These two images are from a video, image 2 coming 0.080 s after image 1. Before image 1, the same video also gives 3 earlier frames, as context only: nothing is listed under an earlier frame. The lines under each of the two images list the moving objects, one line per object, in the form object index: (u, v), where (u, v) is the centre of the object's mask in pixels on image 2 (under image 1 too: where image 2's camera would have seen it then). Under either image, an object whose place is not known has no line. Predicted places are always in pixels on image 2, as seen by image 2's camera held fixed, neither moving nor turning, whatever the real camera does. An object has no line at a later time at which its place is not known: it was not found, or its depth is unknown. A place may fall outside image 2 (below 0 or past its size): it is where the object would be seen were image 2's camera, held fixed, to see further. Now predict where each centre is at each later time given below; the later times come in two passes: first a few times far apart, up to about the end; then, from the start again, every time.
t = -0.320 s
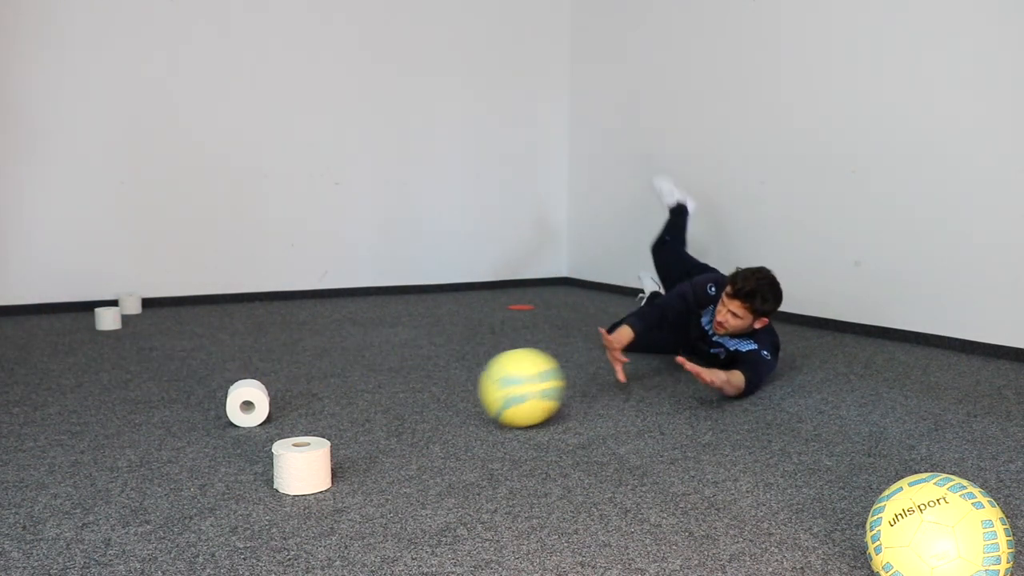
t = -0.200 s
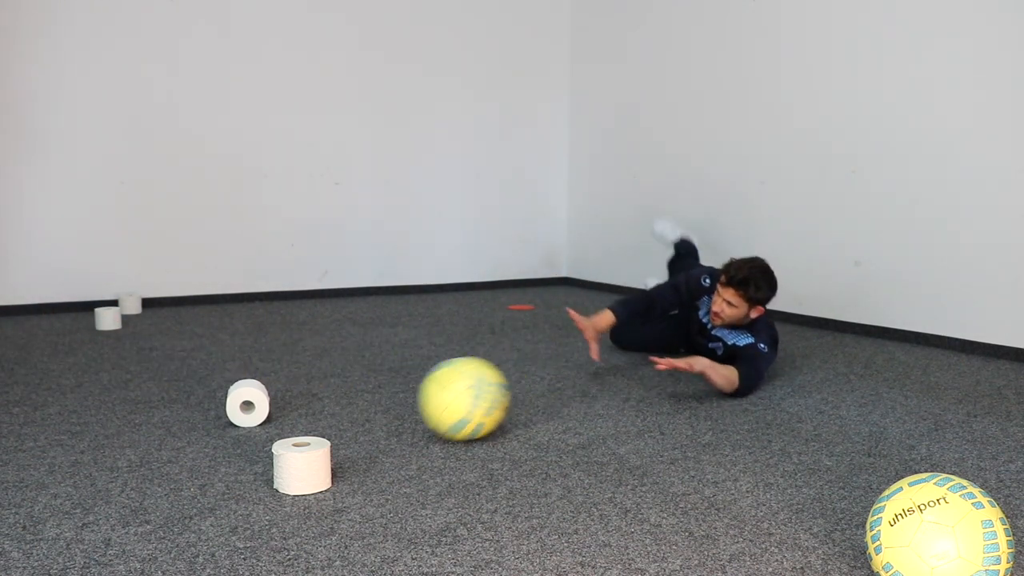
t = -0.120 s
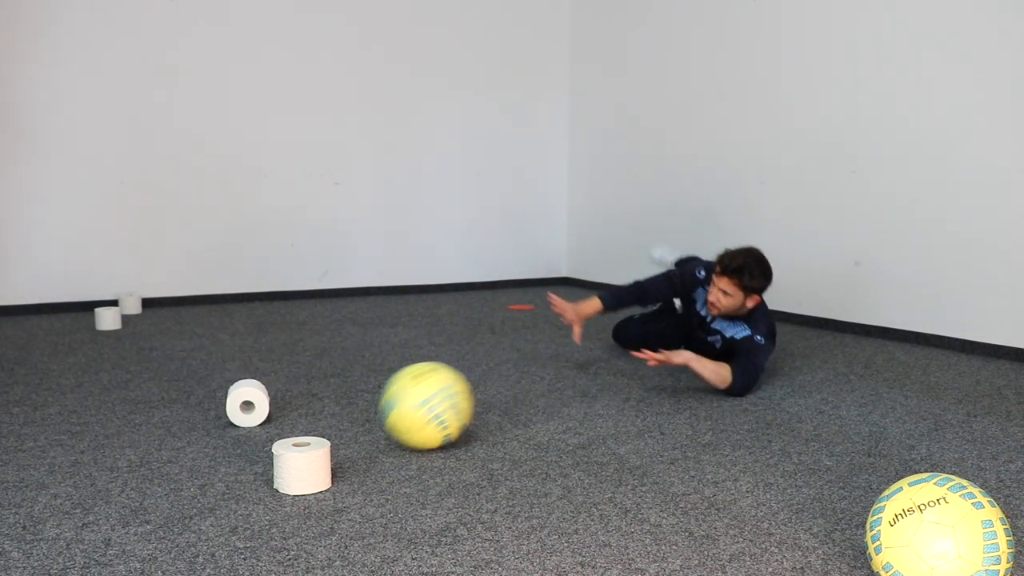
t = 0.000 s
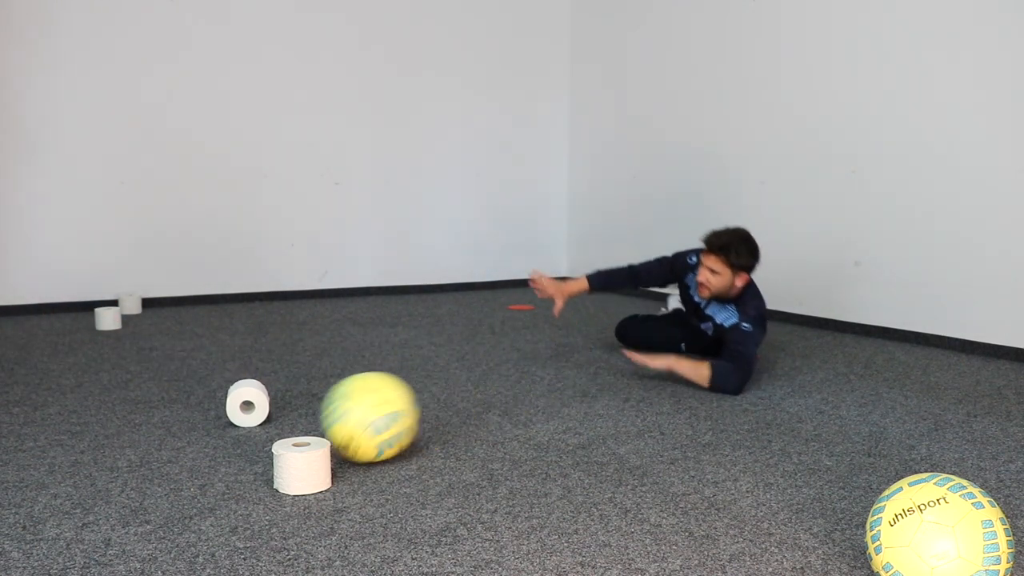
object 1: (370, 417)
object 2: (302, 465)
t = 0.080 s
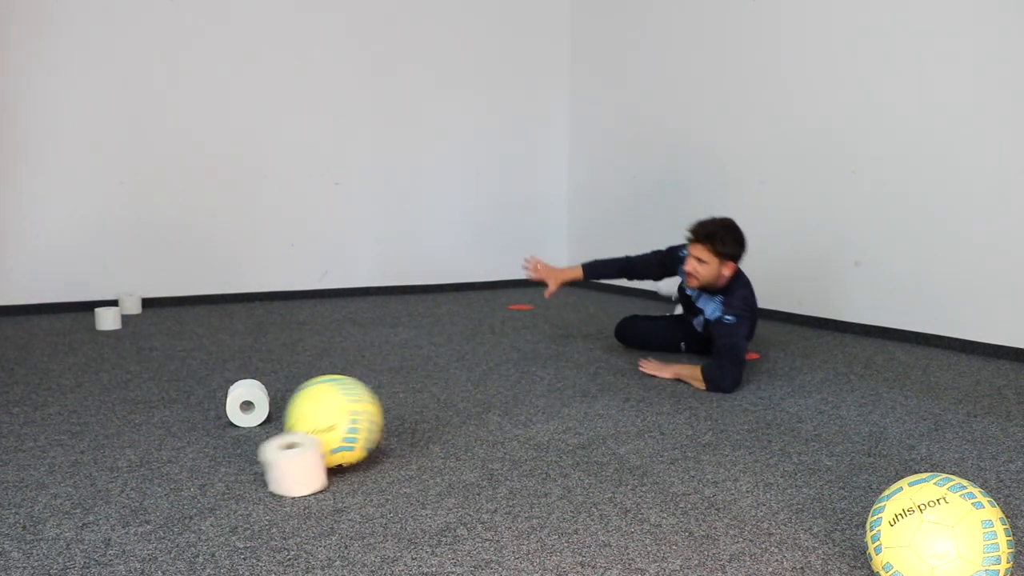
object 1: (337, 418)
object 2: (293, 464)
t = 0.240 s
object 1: (277, 422)
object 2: (253, 478)
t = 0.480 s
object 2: (209, 501)
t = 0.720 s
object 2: (194, 505)
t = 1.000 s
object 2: (193, 506)
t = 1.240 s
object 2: (193, 506)
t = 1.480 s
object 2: (193, 506)
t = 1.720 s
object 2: (193, 506)
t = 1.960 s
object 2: (193, 506)
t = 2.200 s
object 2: (193, 506)
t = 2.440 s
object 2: (193, 506)
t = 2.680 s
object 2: (193, 506)
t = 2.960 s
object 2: (193, 506)
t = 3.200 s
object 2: (193, 506)
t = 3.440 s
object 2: (193, 506)
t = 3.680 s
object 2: (193, 506)
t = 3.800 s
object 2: (193, 506)
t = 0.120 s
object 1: (325, 418)
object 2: (282, 463)
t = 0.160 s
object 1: (310, 420)
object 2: (270, 468)
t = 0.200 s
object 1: (294, 420)
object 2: (261, 473)
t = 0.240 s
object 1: (277, 422)
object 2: (253, 478)
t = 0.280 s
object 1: (260, 421)
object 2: (245, 473)
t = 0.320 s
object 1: (241, 422)
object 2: (237, 473)
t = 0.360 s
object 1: (221, 426)
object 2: (230, 479)
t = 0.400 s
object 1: (204, 431)
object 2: (223, 485)
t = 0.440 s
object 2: (215, 493)
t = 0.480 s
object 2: (209, 501)
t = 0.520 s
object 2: (207, 501)
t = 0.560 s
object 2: (205, 501)
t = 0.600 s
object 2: (203, 502)
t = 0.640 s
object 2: (200, 504)
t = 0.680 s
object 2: (196, 506)
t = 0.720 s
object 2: (194, 505)
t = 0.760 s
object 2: (193, 506)
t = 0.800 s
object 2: (193, 506)
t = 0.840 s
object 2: (193, 506)
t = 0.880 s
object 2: (193, 506)
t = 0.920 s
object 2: (193, 506)
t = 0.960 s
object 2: (193, 506)
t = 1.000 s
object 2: (193, 506)
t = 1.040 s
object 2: (193, 506)
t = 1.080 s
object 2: (193, 506)
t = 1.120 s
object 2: (193, 506)
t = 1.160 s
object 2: (193, 506)
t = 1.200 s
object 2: (193, 506)
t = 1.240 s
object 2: (193, 506)
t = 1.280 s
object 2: (193, 506)
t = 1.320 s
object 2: (193, 506)
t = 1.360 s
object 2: (193, 506)
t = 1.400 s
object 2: (193, 506)
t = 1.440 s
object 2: (193, 506)
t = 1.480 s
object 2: (193, 506)
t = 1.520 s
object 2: (193, 506)
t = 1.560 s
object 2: (193, 506)
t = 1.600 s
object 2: (193, 506)
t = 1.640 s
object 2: (193, 506)
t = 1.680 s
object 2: (193, 506)
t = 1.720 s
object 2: (193, 506)
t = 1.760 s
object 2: (193, 506)
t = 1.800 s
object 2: (193, 506)
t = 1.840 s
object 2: (193, 506)
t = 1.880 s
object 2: (193, 506)
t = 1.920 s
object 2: (193, 506)
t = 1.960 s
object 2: (193, 506)
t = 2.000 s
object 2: (193, 506)
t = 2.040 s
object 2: (193, 506)
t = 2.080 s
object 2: (193, 506)
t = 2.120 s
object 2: (193, 506)
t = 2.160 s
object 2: (193, 506)
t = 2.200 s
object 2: (193, 506)
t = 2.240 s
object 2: (193, 506)
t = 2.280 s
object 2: (193, 506)
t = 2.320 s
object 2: (193, 506)
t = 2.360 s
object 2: (193, 506)
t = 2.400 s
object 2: (193, 506)
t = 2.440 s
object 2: (193, 506)
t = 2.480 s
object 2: (193, 506)
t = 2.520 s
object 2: (193, 506)
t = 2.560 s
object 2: (193, 506)
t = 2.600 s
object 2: (193, 506)
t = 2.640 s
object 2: (193, 506)
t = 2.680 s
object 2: (193, 506)
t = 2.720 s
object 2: (193, 506)
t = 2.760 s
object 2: (193, 506)
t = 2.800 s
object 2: (193, 506)
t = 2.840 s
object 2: (193, 506)
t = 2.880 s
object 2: (193, 506)
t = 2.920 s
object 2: (193, 506)
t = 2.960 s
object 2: (193, 506)
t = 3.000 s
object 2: (193, 506)
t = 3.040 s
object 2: (193, 506)
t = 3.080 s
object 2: (193, 506)
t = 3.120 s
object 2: (193, 506)
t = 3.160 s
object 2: (193, 506)
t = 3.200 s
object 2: (193, 506)
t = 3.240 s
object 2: (193, 506)
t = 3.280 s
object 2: (193, 506)
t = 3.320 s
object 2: (193, 506)
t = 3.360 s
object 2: (193, 506)
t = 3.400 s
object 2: (193, 506)
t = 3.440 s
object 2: (193, 506)
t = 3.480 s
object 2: (193, 506)
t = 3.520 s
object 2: (193, 506)
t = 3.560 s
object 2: (193, 506)
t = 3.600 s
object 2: (193, 506)
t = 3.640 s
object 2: (193, 506)
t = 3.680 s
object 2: (193, 506)
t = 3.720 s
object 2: (193, 506)
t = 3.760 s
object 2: (193, 506)
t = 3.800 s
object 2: (193, 506)
